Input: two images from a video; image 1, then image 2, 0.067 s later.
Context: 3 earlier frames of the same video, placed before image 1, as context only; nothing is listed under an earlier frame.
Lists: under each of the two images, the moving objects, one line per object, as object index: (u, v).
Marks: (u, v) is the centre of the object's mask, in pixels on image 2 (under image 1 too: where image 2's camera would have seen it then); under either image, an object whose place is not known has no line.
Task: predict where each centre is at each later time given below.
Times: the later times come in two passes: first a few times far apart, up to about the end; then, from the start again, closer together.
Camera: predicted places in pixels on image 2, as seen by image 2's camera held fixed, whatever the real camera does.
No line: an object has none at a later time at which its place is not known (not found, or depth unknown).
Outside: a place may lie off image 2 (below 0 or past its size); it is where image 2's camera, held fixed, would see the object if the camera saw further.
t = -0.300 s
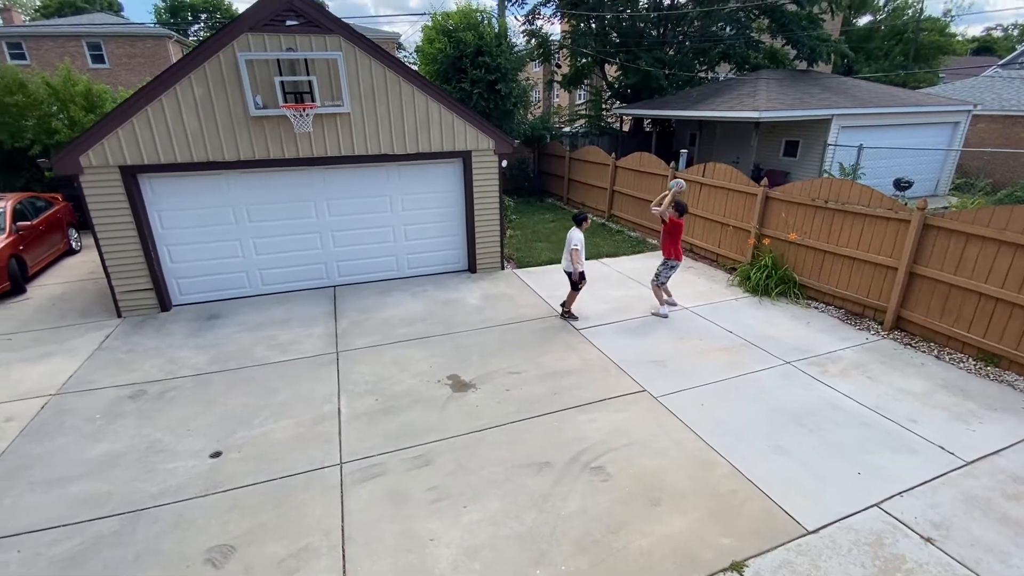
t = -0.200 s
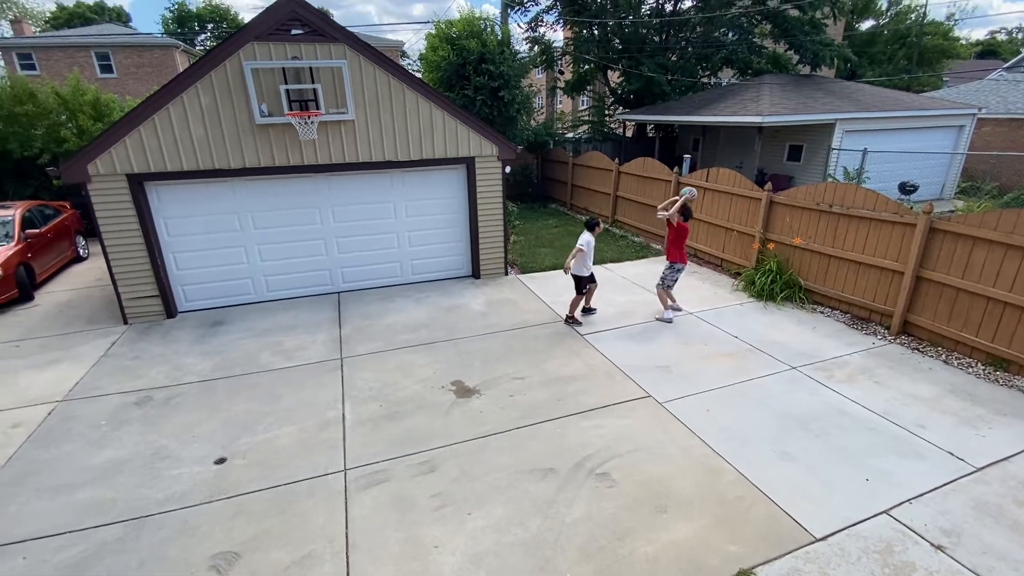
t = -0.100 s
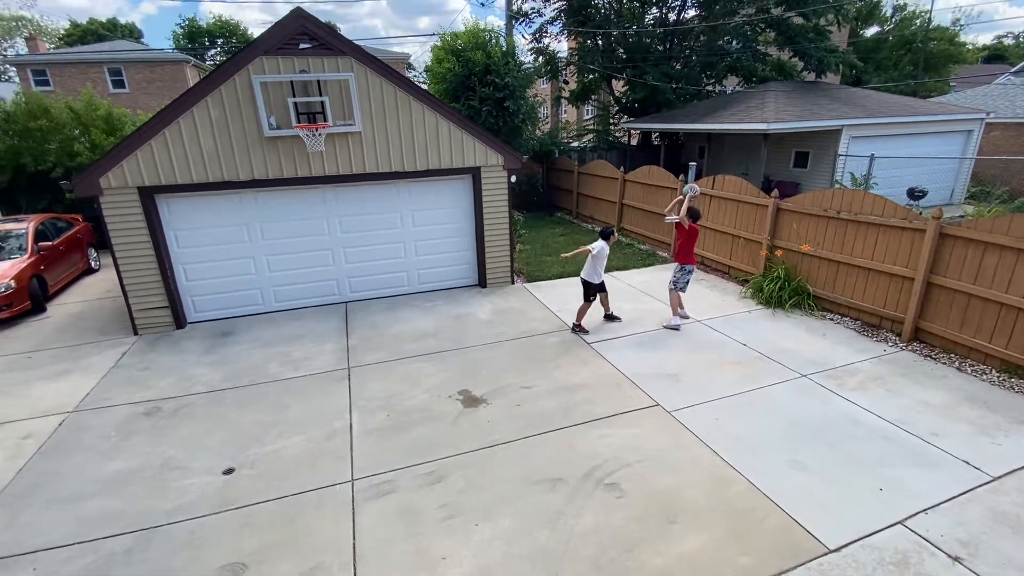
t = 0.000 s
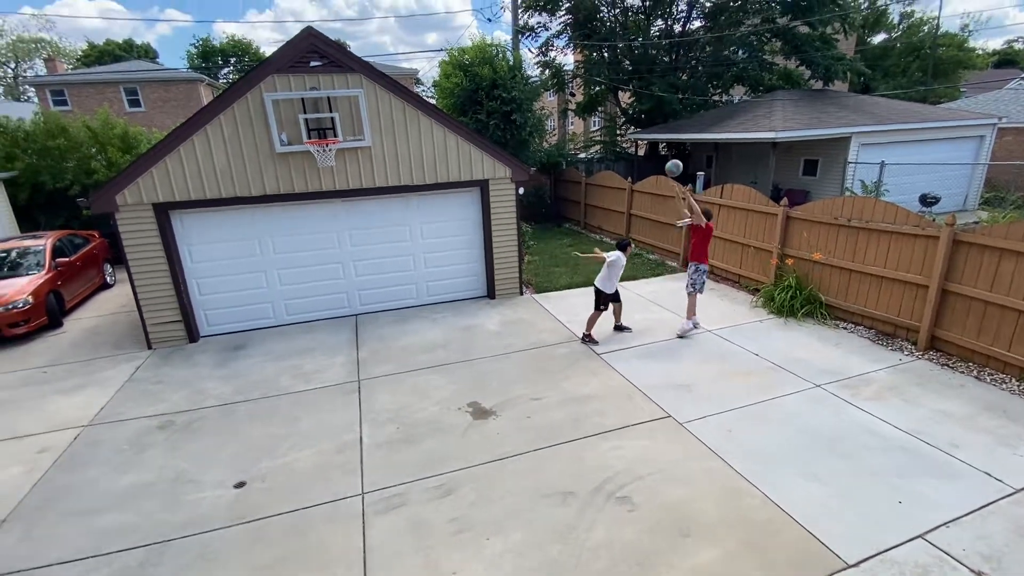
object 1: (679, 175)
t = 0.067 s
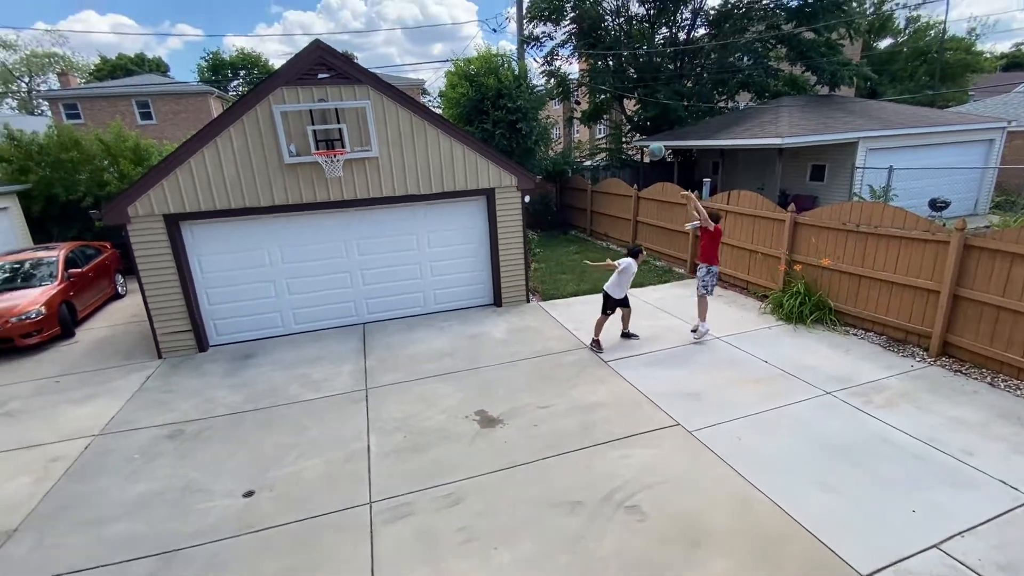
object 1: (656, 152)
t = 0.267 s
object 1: (583, 104)
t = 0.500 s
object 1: (502, 85)
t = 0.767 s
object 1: (423, 109)
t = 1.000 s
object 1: (390, 159)
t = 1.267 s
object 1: (440, 240)
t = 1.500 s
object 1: (491, 354)
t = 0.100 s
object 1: (643, 141)
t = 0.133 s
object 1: (631, 132)
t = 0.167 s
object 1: (619, 123)
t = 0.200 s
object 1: (607, 116)
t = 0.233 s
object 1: (595, 110)
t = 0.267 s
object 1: (583, 104)
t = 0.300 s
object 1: (570, 97)
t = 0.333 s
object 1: (560, 94)
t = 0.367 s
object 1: (548, 90)
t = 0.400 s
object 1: (535, 87)
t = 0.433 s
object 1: (524, 85)
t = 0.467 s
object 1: (513, 84)
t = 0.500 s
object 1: (502, 85)
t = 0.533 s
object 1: (491, 85)
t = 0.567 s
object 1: (480, 86)
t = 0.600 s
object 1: (469, 89)
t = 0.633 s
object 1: (460, 90)
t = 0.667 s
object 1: (449, 94)
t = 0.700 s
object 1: (440, 99)
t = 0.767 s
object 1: (423, 109)
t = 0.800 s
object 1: (414, 115)
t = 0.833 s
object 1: (405, 122)
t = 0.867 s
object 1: (397, 130)
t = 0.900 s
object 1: (387, 138)
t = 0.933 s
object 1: (380, 146)
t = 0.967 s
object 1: (385, 152)
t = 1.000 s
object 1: (390, 159)
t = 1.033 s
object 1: (395, 165)
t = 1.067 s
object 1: (402, 173)
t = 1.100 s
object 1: (408, 183)
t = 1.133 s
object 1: (414, 192)
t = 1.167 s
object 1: (420, 202)
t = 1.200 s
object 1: (426, 213)
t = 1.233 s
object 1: (433, 226)
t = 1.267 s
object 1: (440, 240)
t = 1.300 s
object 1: (446, 253)
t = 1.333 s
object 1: (453, 268)
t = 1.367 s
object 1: (460, 284)
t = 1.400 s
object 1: (467, 300)
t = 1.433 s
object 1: (475, 316)
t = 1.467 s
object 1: (483, 334)
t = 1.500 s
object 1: (491, 354)
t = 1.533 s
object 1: (496, 349)
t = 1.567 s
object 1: (501, 338)
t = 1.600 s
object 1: (505, 328)
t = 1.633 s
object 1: (511, 317)
